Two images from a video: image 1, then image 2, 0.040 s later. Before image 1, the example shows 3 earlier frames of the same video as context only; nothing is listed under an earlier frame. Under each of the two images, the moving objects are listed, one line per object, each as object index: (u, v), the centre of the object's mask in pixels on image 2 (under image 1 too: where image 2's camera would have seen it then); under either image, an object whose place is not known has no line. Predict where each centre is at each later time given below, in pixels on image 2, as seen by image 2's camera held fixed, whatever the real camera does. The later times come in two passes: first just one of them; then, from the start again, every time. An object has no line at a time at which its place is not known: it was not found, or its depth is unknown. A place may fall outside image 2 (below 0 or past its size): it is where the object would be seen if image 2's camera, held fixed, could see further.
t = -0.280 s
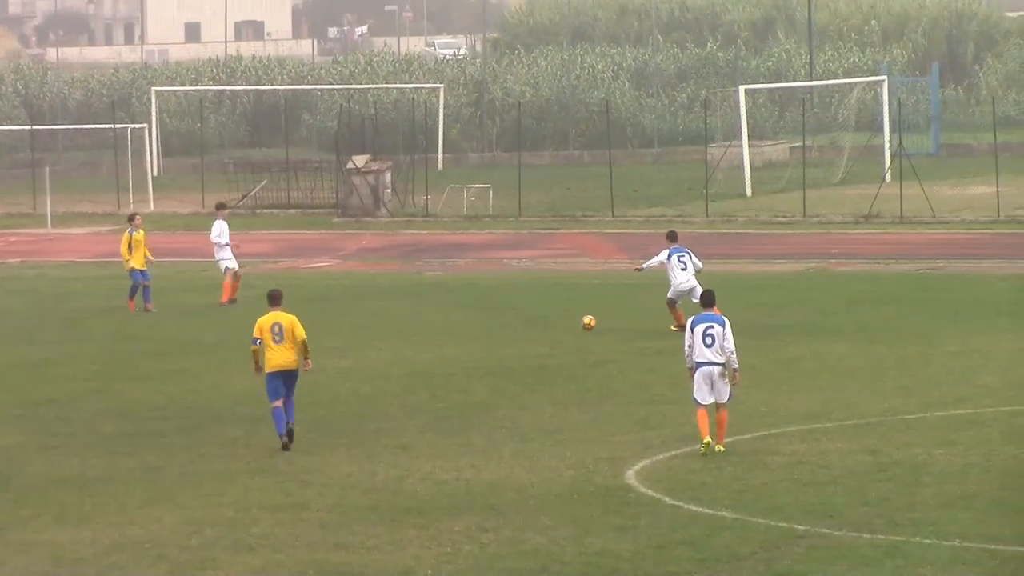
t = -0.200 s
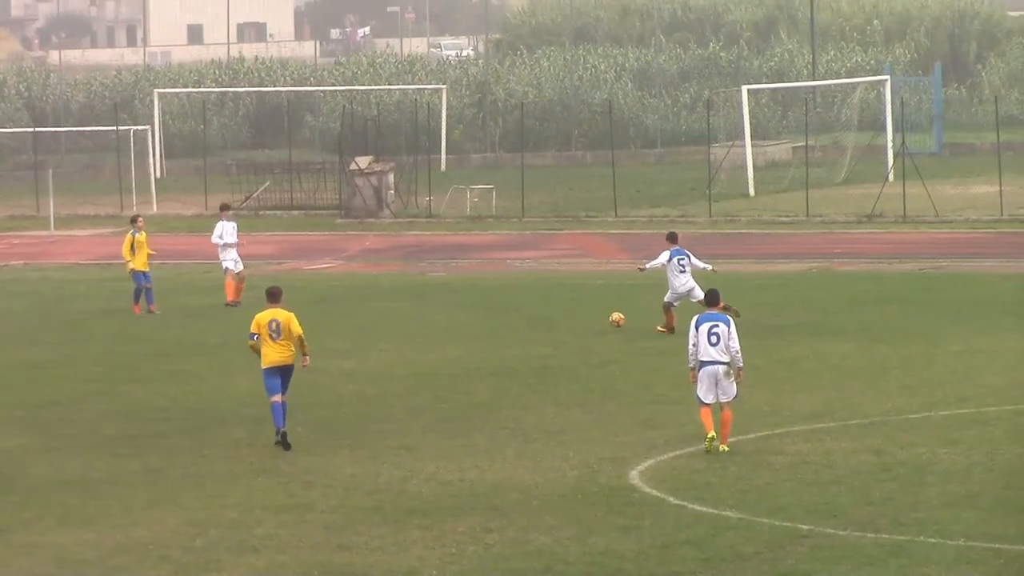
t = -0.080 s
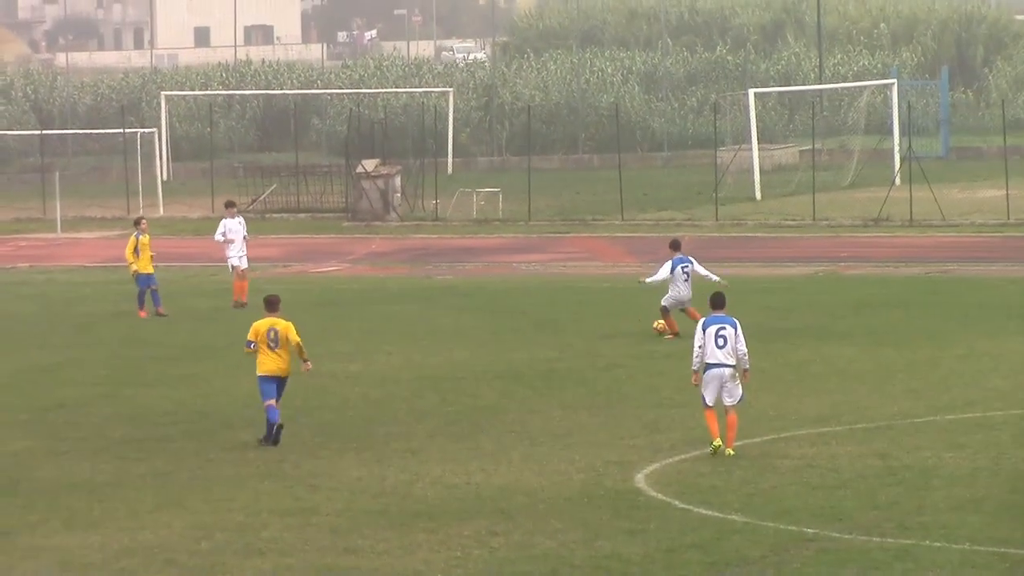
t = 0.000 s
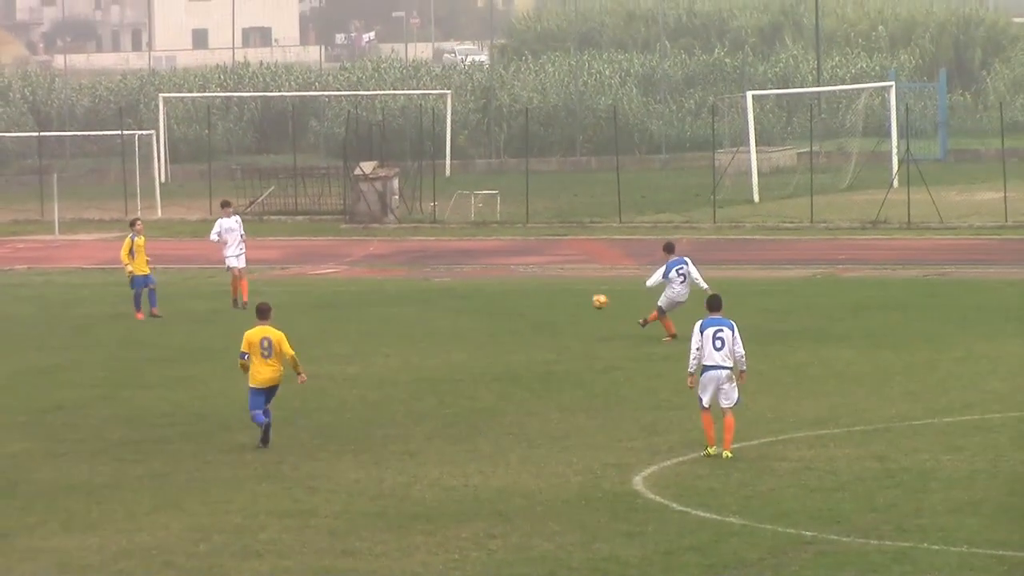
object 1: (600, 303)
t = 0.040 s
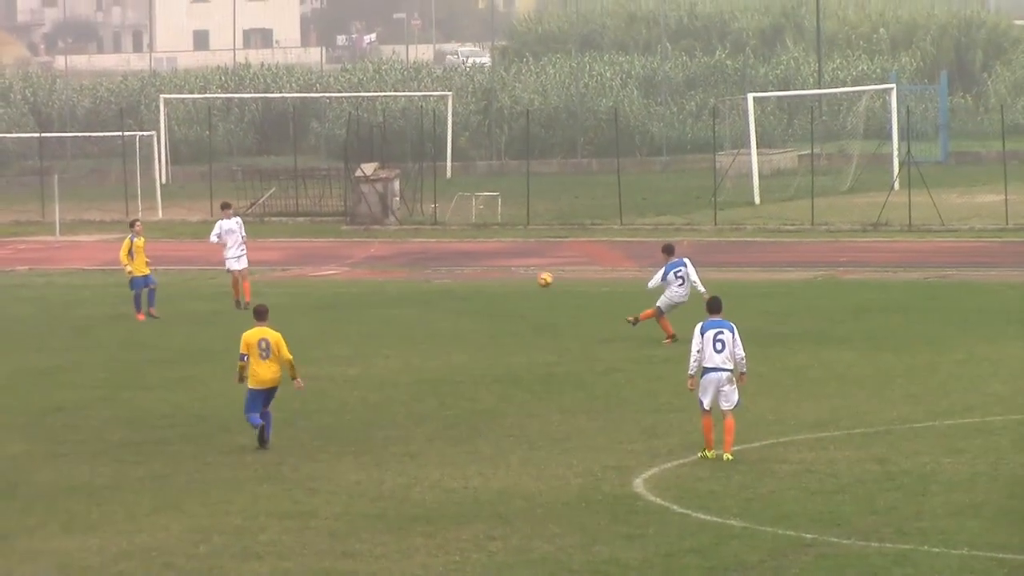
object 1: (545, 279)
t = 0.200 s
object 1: (334, 194)
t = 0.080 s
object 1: (491, 256)
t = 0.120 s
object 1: (437, 234)
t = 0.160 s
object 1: (384, 213)
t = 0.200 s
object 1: (334, 194)
